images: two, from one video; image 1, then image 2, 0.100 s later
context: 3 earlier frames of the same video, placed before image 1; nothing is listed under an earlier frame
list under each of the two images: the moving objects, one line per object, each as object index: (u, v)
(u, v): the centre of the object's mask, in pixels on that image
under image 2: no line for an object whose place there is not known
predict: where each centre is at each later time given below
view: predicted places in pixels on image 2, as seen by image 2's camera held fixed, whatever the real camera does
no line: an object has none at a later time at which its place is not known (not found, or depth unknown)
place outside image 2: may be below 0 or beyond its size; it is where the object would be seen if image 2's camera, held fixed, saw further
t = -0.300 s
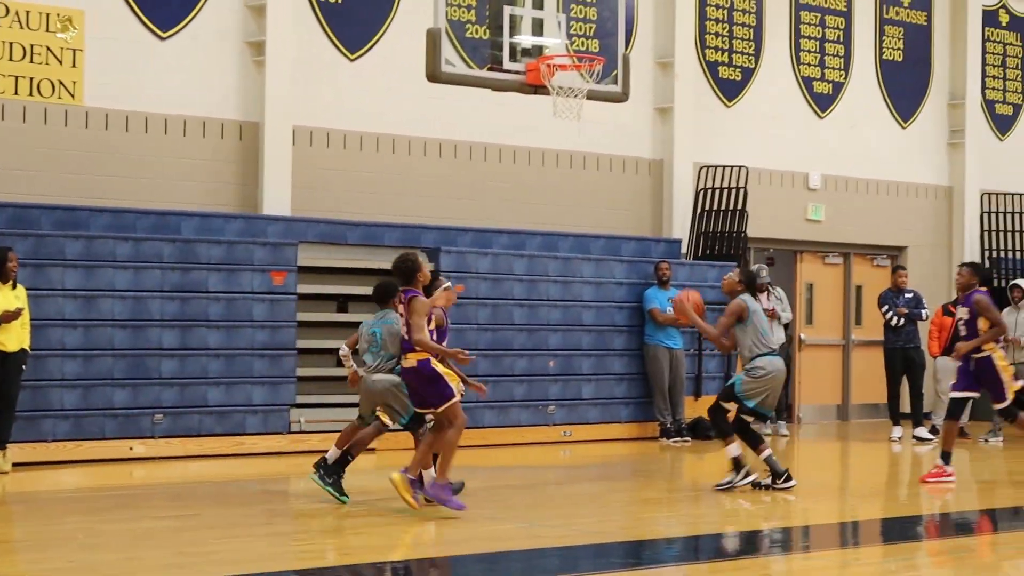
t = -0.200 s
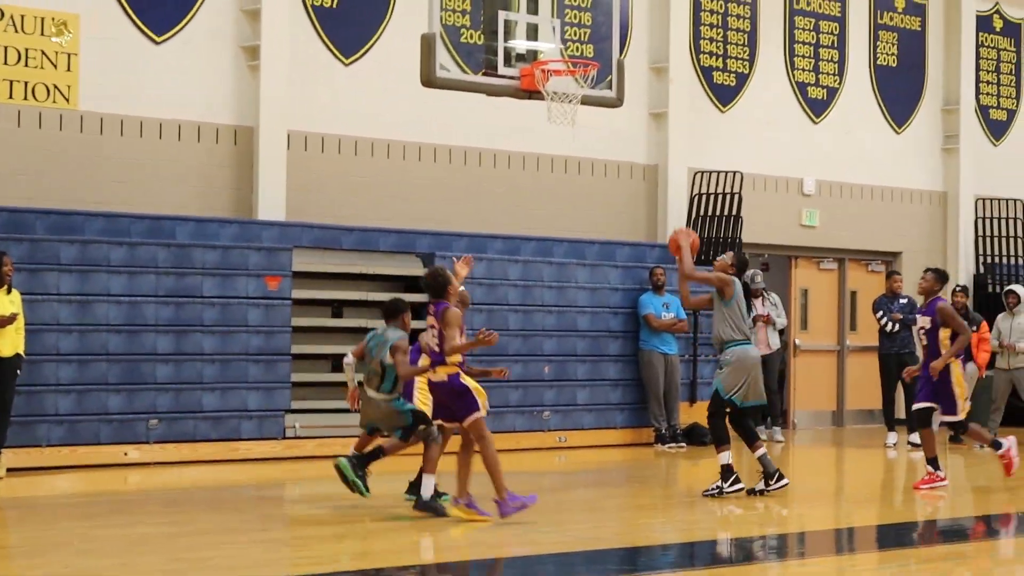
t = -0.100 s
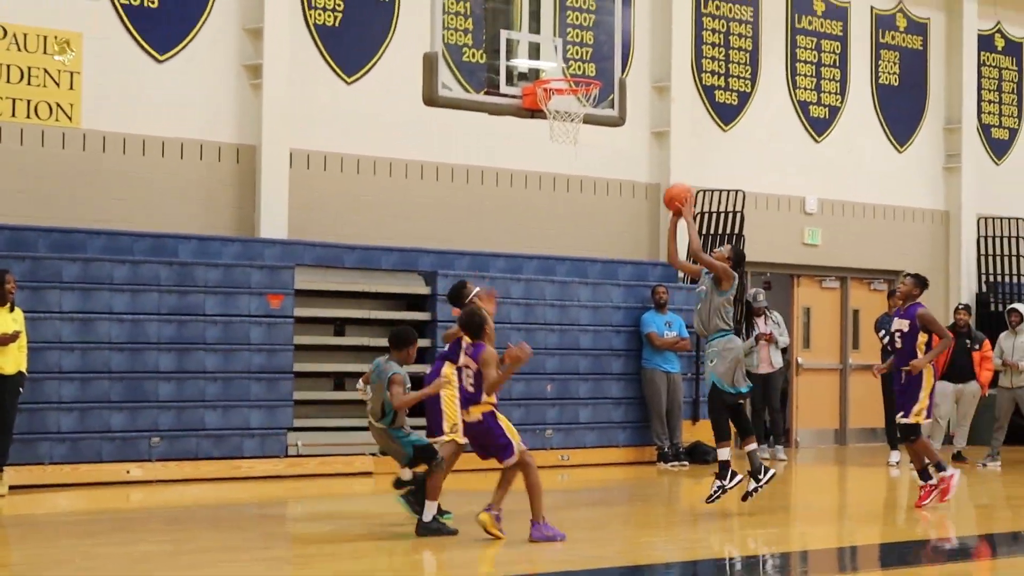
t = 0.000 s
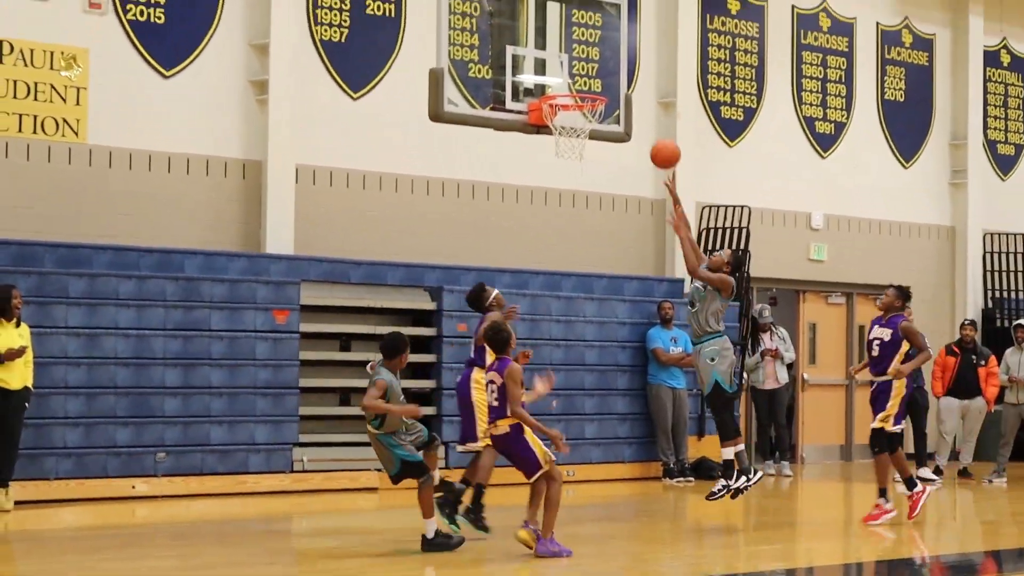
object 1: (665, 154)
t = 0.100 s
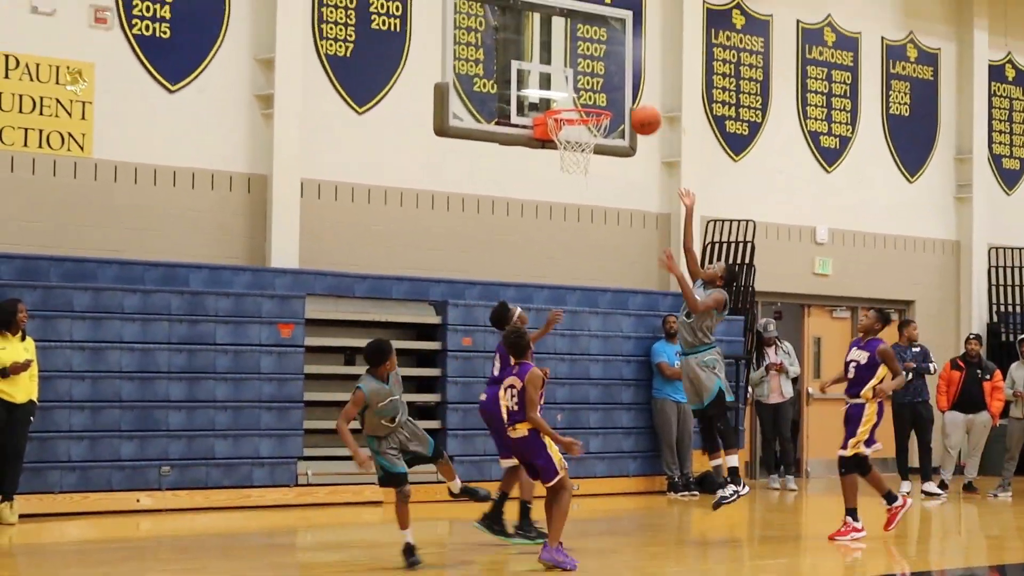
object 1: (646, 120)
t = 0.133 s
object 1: (637, 106)
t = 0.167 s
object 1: (629, 94)
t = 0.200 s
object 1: (621, 84)
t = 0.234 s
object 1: (613, 75)
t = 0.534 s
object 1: (547, 57)
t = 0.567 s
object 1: (546, 61)
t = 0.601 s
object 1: (544, 65)
